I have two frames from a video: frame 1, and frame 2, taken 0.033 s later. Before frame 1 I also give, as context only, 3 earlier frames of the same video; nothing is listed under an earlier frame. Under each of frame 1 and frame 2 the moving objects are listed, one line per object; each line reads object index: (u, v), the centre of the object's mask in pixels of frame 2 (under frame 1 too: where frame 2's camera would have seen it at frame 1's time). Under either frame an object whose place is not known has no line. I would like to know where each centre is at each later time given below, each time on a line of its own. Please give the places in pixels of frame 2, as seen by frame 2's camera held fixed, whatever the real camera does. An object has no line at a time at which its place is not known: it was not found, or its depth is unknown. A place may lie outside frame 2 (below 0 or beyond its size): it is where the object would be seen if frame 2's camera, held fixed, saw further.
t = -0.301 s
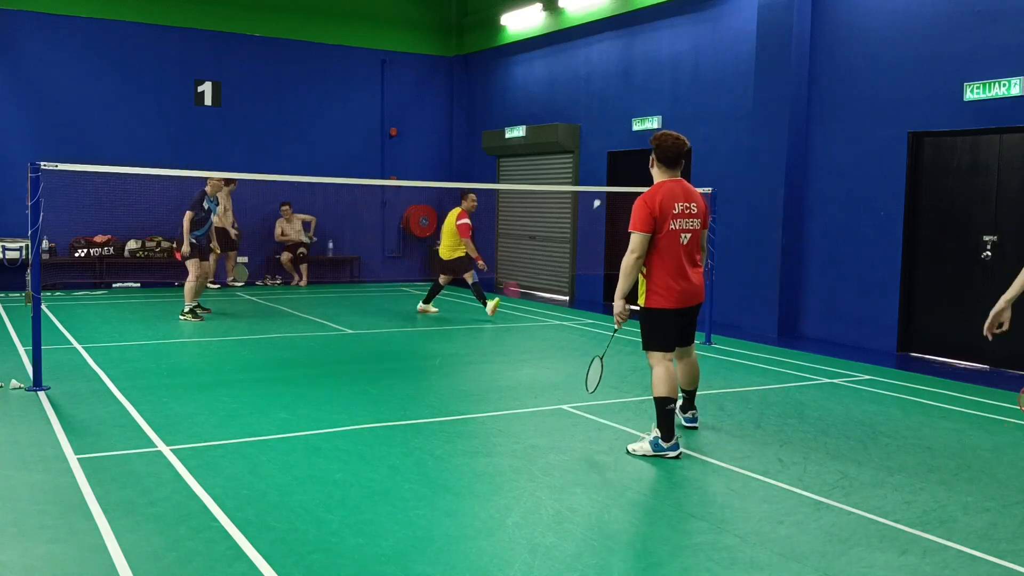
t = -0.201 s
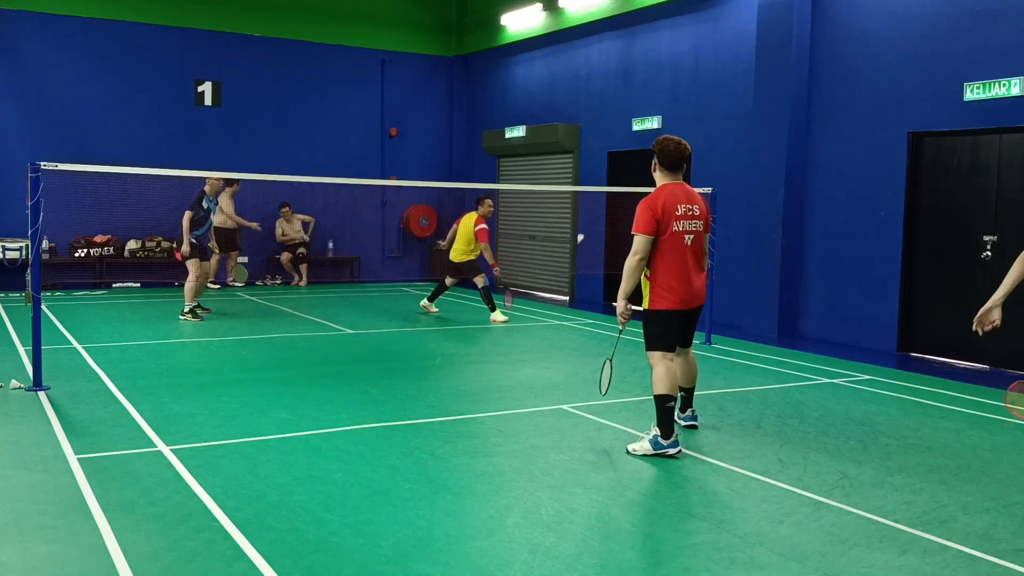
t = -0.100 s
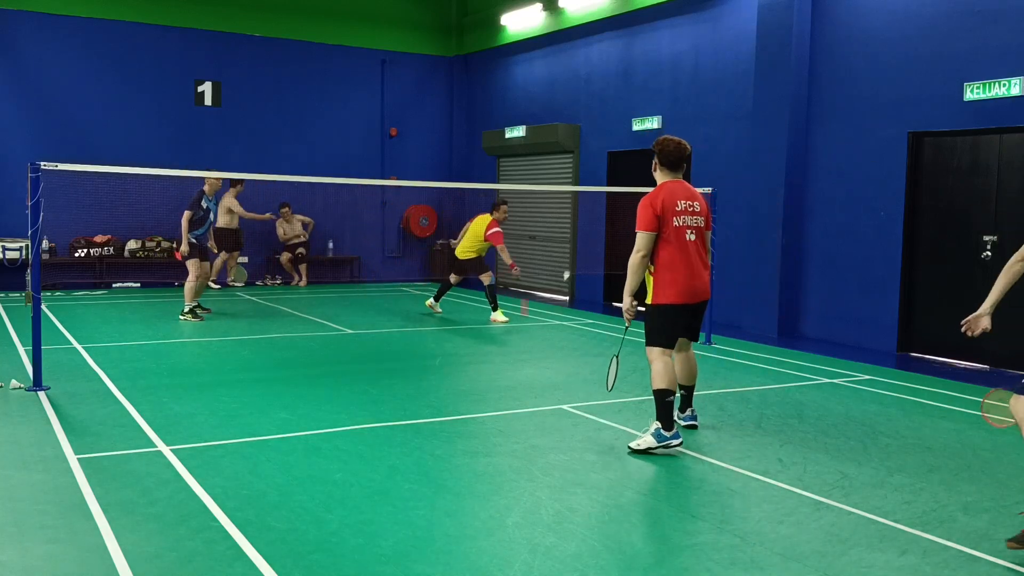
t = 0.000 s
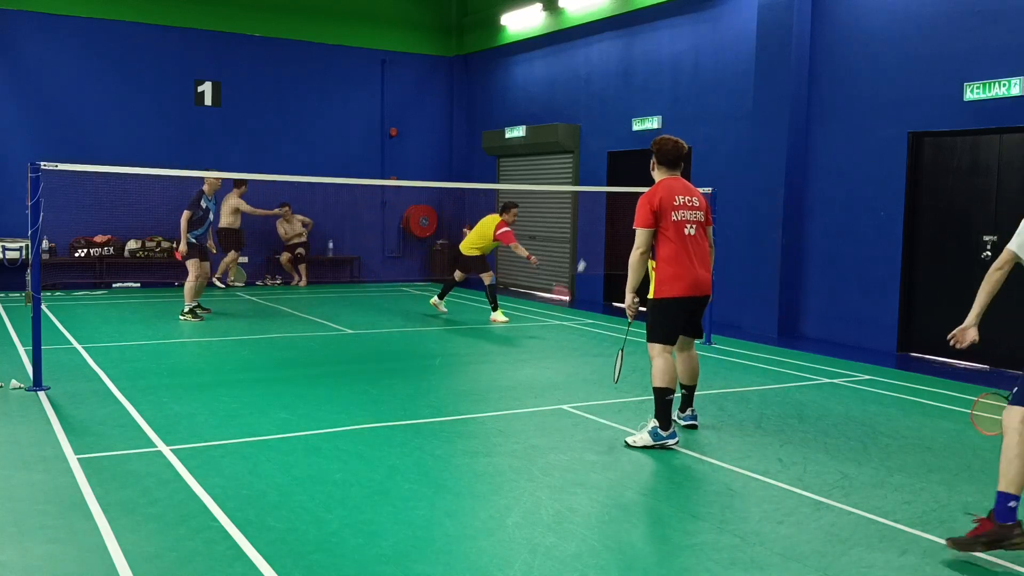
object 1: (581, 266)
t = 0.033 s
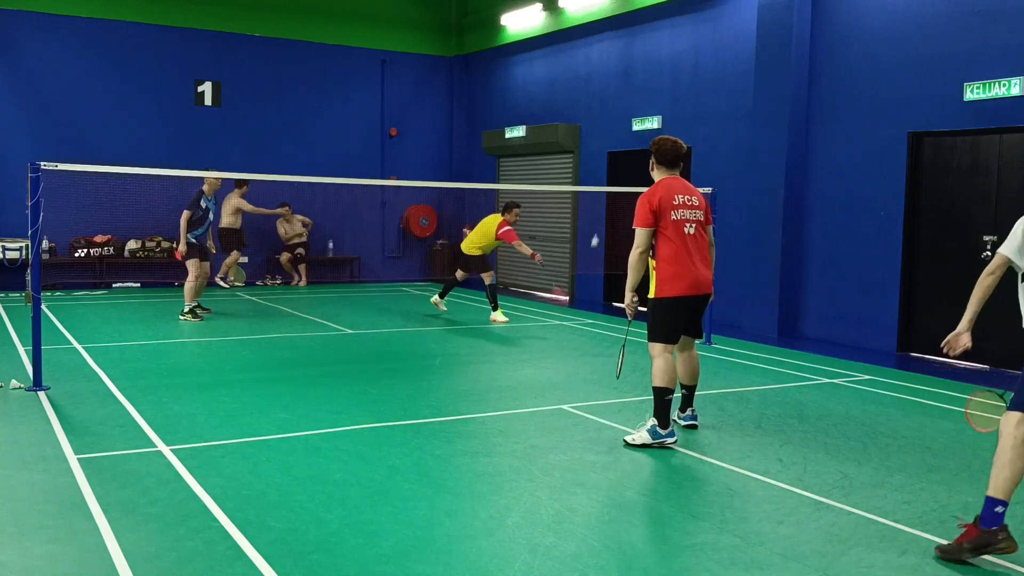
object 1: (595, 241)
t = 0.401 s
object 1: (729, 76)
